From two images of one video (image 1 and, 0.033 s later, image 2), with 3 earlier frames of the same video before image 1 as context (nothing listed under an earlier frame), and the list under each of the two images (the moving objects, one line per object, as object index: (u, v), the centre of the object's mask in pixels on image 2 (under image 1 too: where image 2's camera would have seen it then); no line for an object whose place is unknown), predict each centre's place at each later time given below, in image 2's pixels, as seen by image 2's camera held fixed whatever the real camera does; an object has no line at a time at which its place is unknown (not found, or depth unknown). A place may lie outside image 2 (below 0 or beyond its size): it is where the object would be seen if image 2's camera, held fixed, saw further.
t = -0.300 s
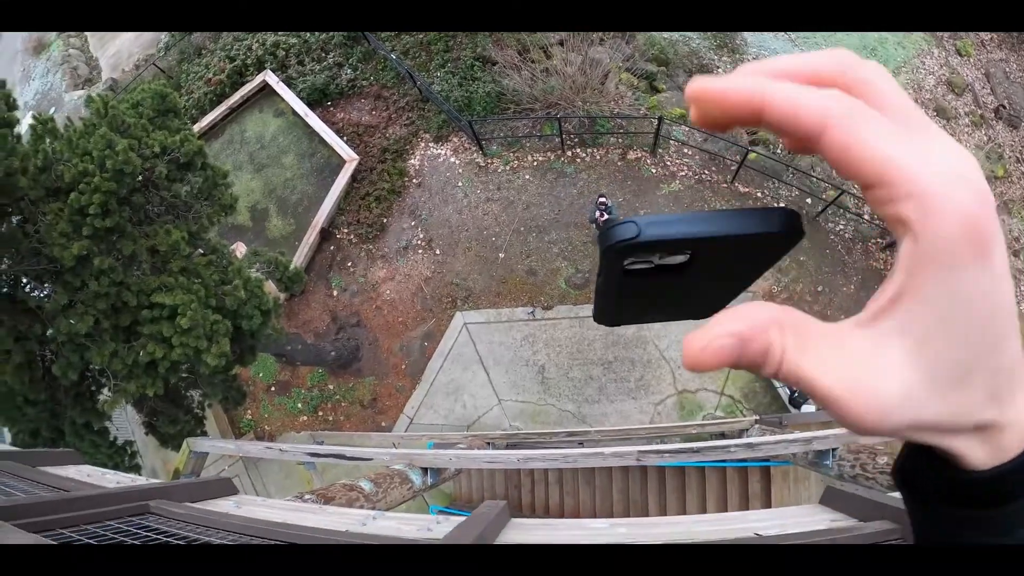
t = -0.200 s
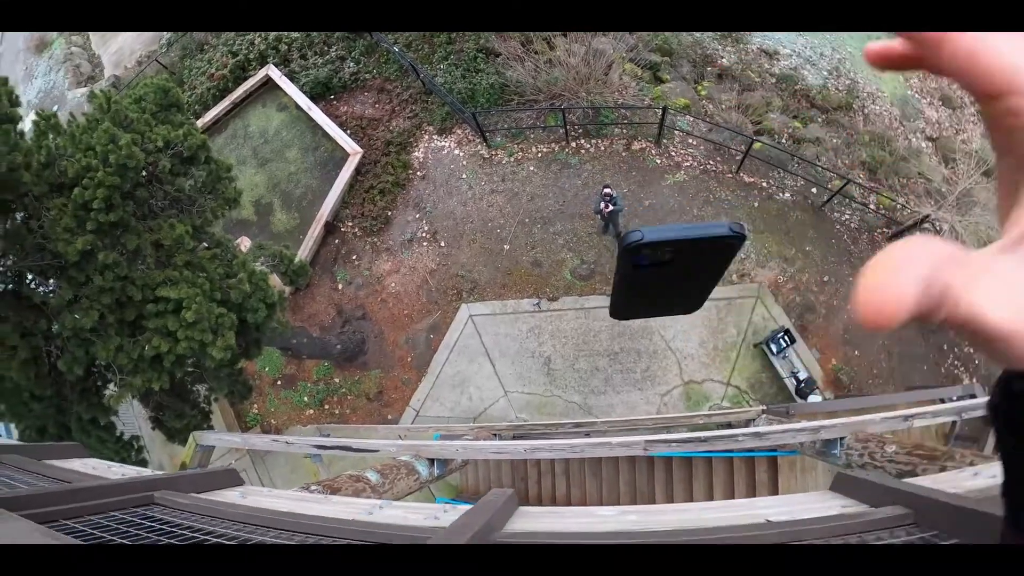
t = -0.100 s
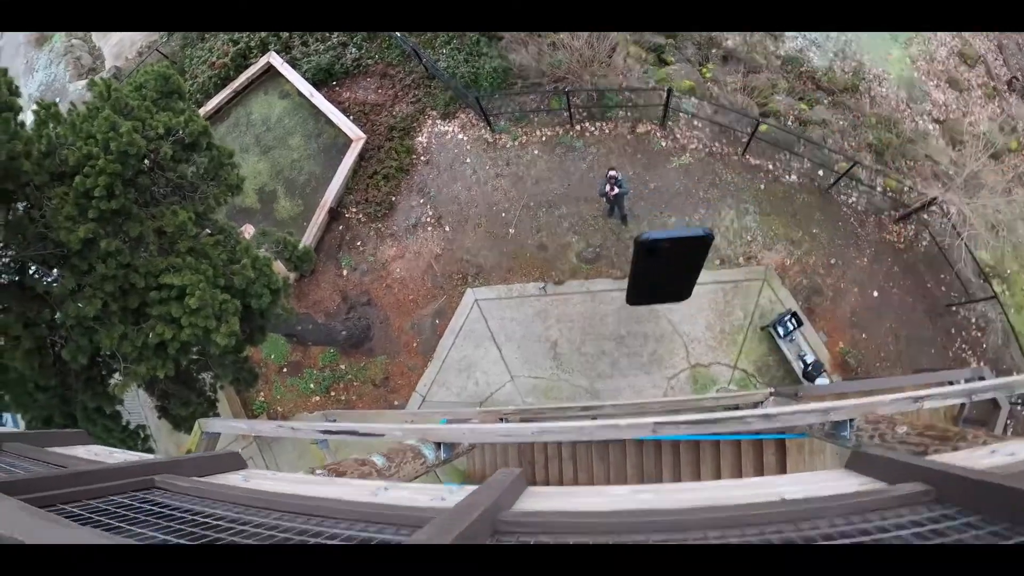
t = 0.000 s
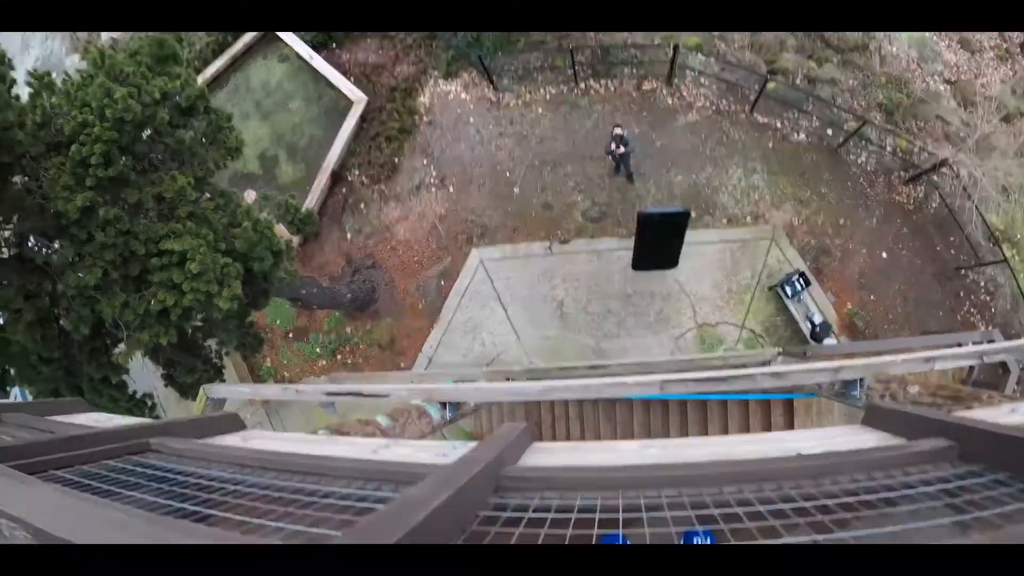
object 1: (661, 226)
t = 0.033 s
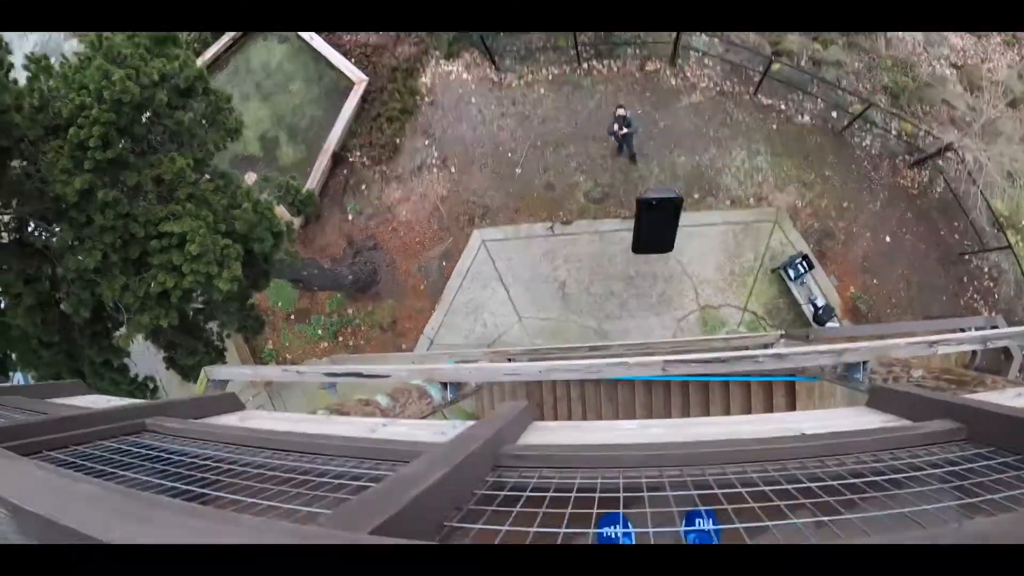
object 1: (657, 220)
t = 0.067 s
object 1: (651, 223)
